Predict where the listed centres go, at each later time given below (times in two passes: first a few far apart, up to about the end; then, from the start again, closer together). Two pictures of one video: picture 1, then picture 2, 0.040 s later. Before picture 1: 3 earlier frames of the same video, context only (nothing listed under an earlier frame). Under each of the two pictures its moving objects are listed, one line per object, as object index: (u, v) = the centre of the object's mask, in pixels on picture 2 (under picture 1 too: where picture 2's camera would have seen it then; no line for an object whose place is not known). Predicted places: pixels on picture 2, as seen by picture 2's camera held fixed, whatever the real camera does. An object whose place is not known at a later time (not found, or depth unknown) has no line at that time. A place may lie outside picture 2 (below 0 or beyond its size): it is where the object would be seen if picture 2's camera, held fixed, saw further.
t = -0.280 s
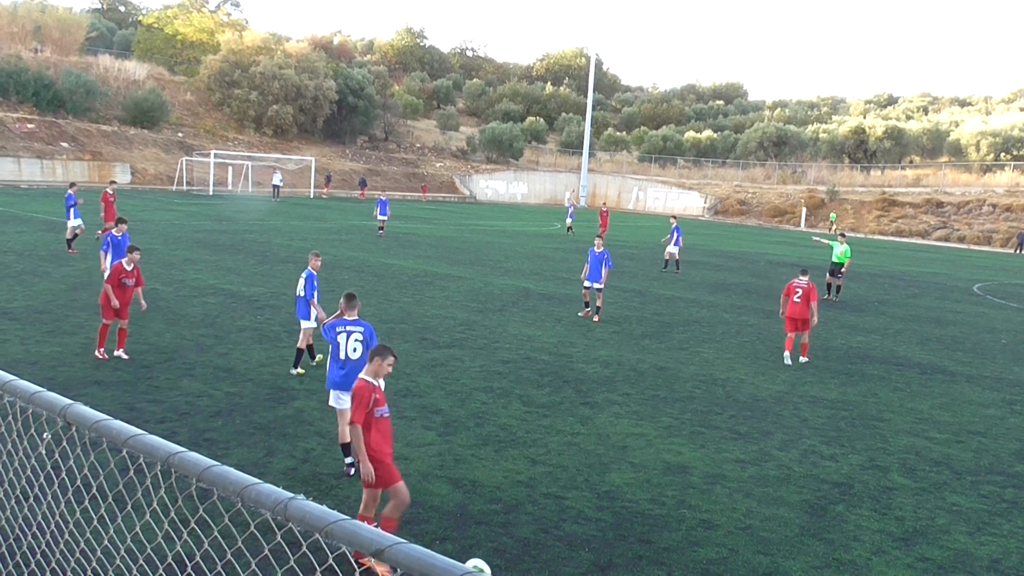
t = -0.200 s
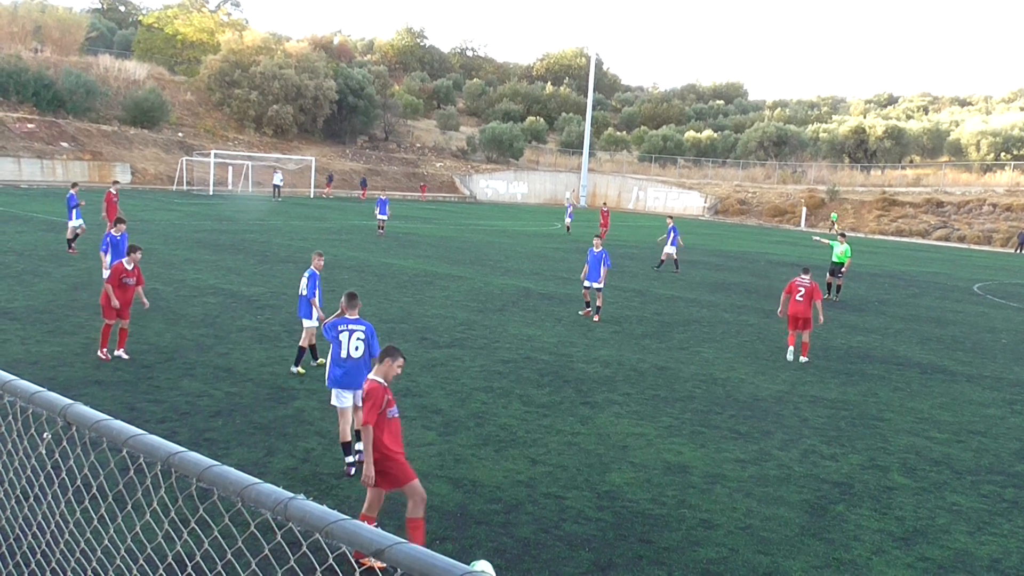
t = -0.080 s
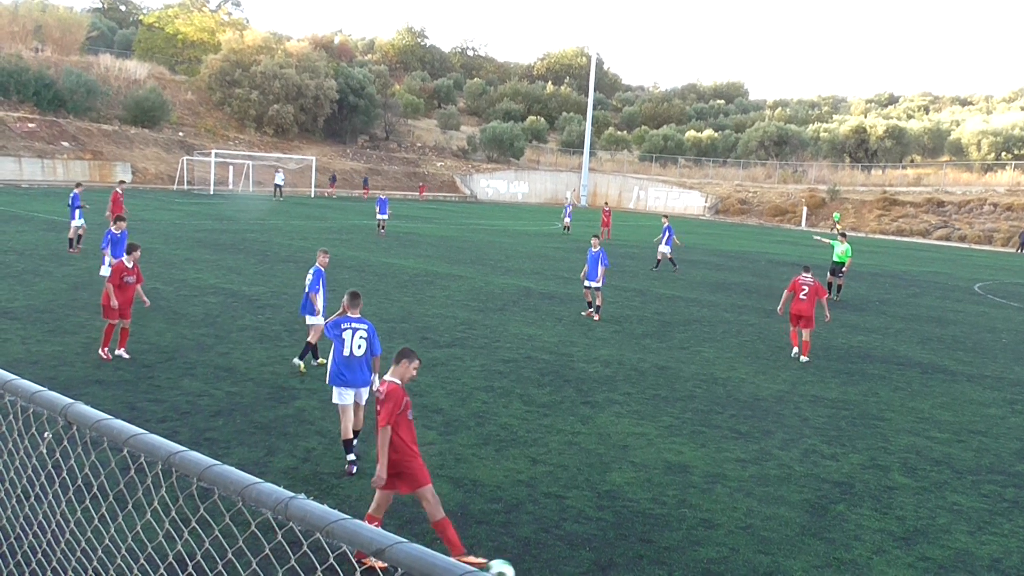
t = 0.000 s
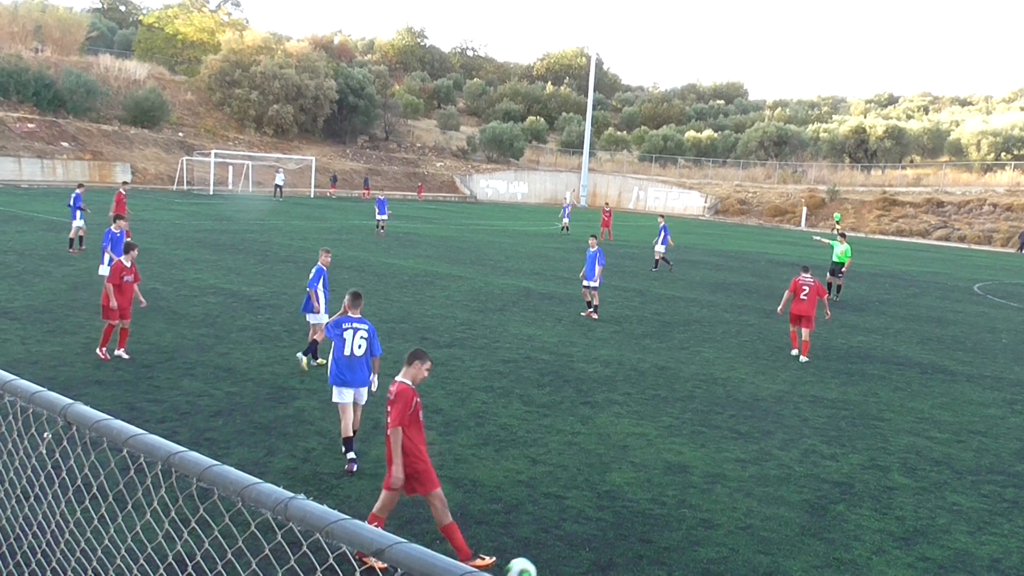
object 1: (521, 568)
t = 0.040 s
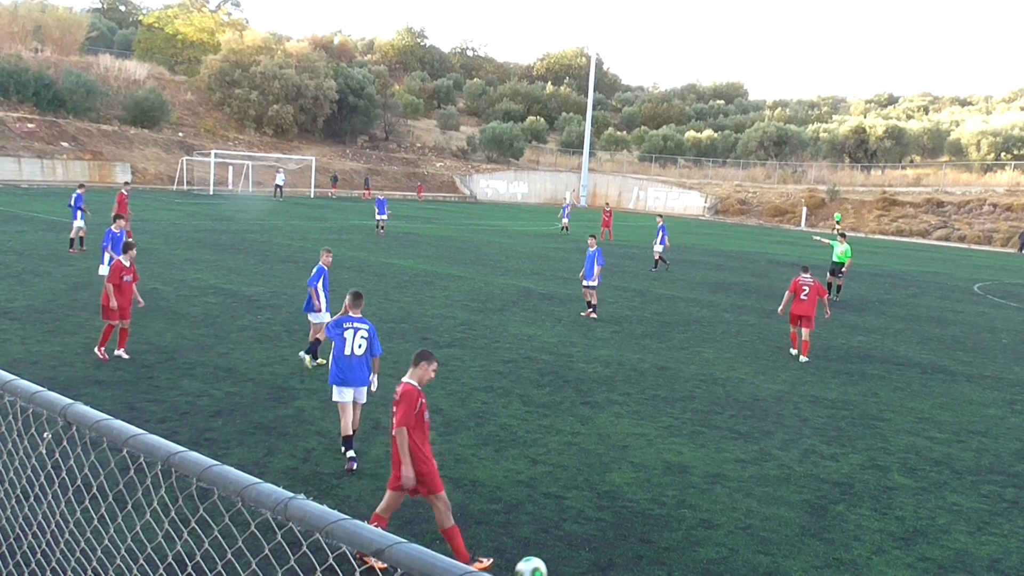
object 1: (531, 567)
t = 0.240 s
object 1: (581, 564)
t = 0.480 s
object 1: (637, 562)
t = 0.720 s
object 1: (687, 558)
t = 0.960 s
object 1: (732, 555)
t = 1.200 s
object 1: (772, 550)
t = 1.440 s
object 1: (807, 546)
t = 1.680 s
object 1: (838, 542)
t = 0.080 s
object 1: (541, 567)
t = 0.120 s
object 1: (552, 566)
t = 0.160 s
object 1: (562, 566)
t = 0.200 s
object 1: (572, 565)
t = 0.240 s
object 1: (581, 564)
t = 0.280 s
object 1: (591, 564)
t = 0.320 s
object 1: (601, 564)
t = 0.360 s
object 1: (610, 563)
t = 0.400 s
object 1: (619, 563)
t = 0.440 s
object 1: (628, 563)
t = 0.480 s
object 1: (637, 562)
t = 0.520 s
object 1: (645, 561)
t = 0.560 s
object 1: (654, 560)
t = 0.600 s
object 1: (662, 560)
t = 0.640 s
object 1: (671, 559)
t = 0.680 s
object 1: (679, 559)
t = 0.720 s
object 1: (687, 558)
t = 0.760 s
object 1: (695, 558)
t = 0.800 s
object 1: (703, 557)
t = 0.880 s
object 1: (718, 556)
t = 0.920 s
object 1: (725, 555)
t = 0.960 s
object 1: (732, 555)
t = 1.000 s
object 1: (739, 554)
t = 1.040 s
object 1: (746, 553)
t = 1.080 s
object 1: (753, 552)
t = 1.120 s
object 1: (759, 552)
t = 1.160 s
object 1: (766, 551)
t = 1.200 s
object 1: (772, 550)
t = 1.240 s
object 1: (778, 549)
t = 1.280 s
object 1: (784, 549)
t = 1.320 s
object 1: (791, 548)
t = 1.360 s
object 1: (796, 547)
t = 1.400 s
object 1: (802, 546)
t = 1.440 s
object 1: (807, 546)
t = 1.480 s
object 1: (813, 545)
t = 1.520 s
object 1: (818, 545)
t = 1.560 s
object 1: (823, 544)
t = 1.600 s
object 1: (829, 544)
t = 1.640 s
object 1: (834, 542)
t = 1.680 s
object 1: (838, 542)
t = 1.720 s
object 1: (844, 541)
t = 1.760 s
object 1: (848, 540)
